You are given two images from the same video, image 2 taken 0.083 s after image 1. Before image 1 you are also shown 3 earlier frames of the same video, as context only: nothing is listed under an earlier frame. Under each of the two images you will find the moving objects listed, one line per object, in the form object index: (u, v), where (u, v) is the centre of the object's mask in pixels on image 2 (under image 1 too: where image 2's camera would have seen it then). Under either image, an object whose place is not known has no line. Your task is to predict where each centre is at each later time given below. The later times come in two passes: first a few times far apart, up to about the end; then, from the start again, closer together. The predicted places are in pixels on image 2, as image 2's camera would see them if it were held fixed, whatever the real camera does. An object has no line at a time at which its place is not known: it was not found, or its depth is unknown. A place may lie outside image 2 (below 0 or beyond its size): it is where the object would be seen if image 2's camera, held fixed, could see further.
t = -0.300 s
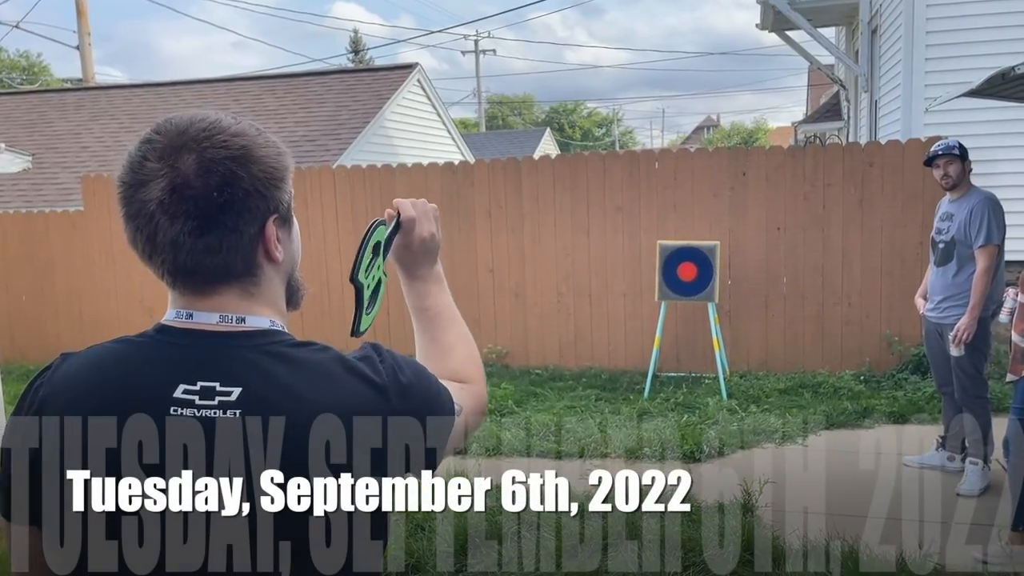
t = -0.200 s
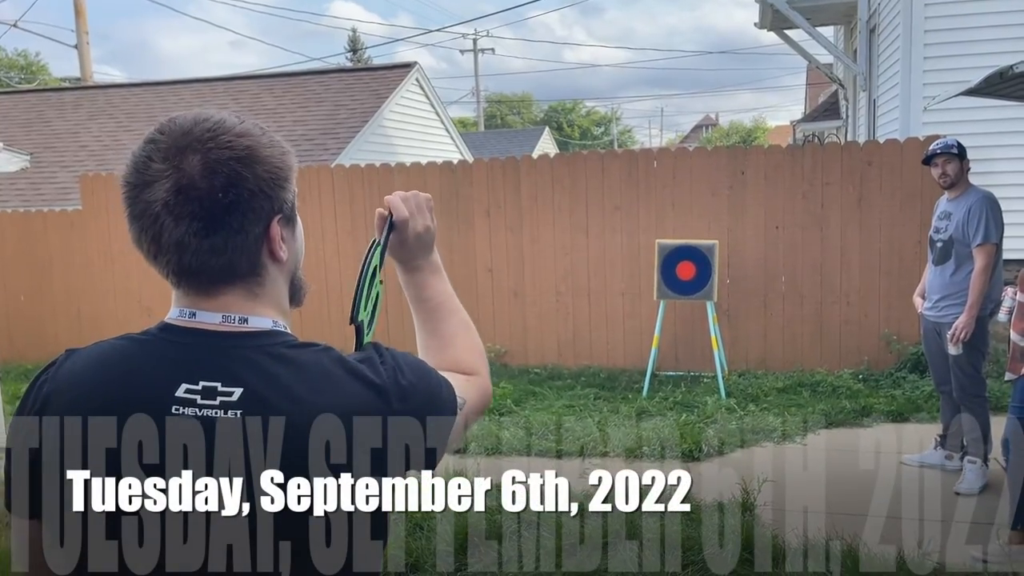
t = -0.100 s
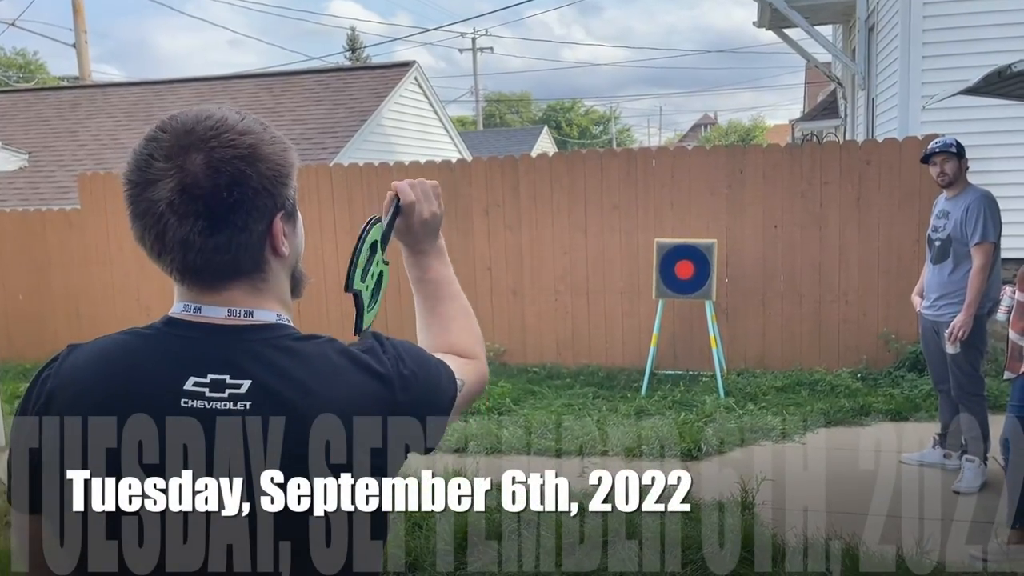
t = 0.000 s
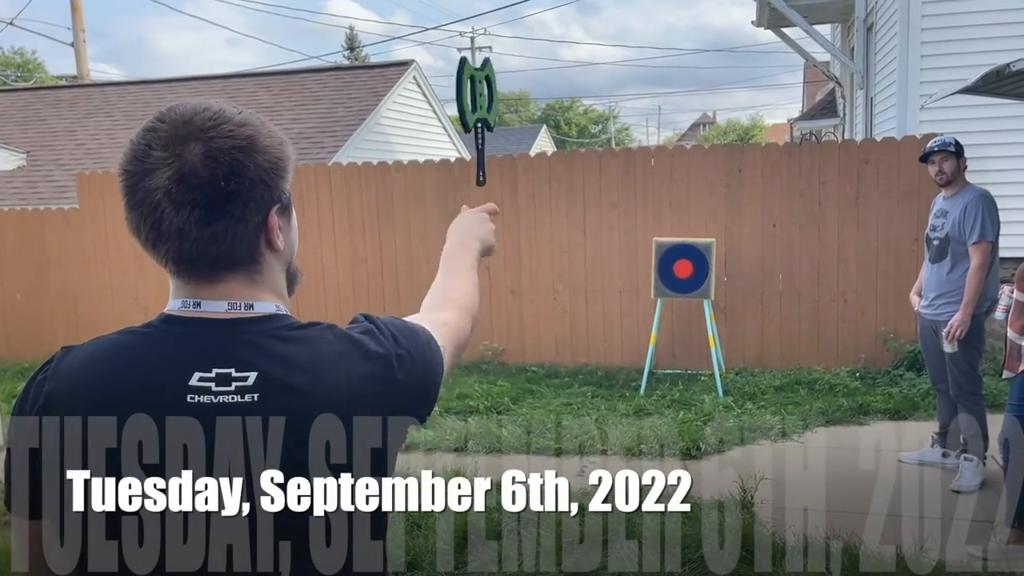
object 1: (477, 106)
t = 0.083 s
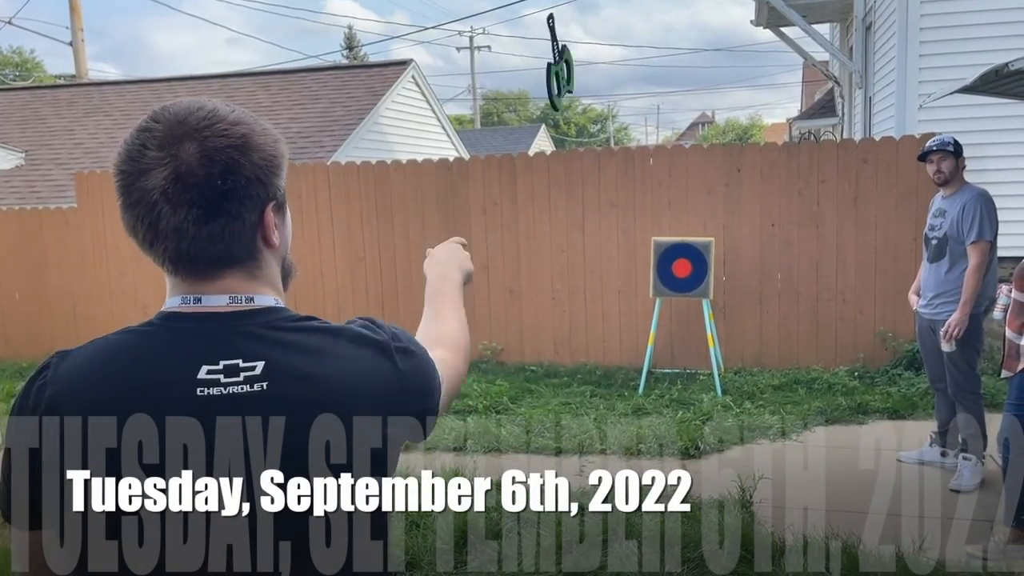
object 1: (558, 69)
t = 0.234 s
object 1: (646, 93)
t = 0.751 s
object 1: (753, 333)
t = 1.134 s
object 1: (727, 386)
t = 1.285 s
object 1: (719, 388)
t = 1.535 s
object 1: (713, 391)
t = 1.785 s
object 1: (711, 393)
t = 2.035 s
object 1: (711, 393)
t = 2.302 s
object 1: (711, 393)
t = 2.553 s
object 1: (711, 393)
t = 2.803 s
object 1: (711, 393)
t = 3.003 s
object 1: (711, 393)
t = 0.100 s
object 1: (572, 68)
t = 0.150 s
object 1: (604, 74)
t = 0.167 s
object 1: (614, 77)
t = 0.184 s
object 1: (622, 81)
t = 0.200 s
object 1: (630, 86)
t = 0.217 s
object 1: (638, 89)
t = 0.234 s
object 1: (646, 93)
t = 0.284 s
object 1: (665, 107)
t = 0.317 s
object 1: (676, 119)
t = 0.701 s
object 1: (747, 309)
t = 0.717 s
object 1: (748, 317)
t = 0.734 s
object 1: (751, 323)
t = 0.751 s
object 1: (753, 333)
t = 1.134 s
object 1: (727, 386)
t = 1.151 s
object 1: (726, 387)
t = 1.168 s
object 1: (726, 387)
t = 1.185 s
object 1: (725, 386)
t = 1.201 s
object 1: (724, 384)
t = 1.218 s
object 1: (723, 383)
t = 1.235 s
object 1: (721, 383)
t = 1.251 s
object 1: (720, 384)
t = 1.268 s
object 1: (720, 385)
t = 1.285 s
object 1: (719, 388)
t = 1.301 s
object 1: (719, 389)
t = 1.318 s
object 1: (718, 389)
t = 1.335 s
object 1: (717, 390)
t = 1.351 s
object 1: (716, 391)
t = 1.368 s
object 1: (716, 391)
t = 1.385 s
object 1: (715, 391)
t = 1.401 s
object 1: (714, 392)
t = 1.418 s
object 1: (714, 392)
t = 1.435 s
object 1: (713, 391)
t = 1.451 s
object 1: (714, 391)
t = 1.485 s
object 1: (714, 391)
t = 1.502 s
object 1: (714, 391)
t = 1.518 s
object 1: (714, 391)
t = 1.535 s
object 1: (713, 391)
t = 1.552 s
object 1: (713, 391)
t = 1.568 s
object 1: (713, 392)
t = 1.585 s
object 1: (713, 392)
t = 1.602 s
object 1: (713, 392)
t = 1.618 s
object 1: (713, 392)
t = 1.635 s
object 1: (712, 392)
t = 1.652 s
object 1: (712, 392)
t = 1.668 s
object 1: (711, 392)
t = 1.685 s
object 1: (711, 392)
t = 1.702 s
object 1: (711, 393)
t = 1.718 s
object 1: (711, 392)
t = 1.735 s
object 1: (711, 393)
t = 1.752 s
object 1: (711, 393)
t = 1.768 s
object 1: (711, 393)
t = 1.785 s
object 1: (711, 393)
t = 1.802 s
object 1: (711, 393)
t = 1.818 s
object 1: (711, 393)
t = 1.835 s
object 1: (711, 393)
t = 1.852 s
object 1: (711, 393)
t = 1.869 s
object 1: (711, 393)
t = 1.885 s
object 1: (711, 393)
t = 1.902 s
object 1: (711, 393)
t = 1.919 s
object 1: (711, 393)
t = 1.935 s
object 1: (711, 393)
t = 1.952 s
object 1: (711, 393)
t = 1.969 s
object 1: (711, 393)
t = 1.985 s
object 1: (711, 393)
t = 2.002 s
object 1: (711, 393)
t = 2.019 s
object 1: (711, 393)
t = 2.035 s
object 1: (711, 393)
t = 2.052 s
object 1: (711, 393)
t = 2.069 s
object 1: (711, 393)
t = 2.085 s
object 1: (711, 393)
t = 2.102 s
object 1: (711, 393)
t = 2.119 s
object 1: (711, 393)
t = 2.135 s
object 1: (711, 393)
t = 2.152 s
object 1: (711, 393)
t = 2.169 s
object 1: (711, 393)
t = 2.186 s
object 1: (711, 393)
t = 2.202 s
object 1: (711, 393)
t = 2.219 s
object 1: (711, 393)
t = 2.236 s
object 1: (711, 393)
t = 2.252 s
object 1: (711, 393)
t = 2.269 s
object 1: (711, 393)
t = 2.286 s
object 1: (711, 393)
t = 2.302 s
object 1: (711, 393)
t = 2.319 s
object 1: (711, 393)
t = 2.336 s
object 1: (711, 393)
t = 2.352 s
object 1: (711, 393)
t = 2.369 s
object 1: (711, 393)
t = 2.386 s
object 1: (710, 393)
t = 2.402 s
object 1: (711, 393)
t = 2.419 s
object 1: (711, 393)
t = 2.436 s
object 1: (711, 393)
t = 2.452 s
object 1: (711, 393)
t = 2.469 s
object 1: (711, 393)
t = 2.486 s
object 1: (711, 393)
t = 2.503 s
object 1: (711, 393)
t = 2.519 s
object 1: (711, 393)
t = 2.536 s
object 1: (711, 393)
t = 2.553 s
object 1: (711, 393)
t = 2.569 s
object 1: (711, 393)
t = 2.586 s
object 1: (711, 393)
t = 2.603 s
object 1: (711, 393)
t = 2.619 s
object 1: (711, 393)
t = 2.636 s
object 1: (711, 393)
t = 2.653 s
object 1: (711, 393)
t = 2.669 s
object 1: (711, 393)
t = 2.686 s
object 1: (711, 393)
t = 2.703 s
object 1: (711, 393)
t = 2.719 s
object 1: (711, 393)
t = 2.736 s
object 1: (711, 393)
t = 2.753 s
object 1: (711, 393)
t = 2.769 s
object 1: (711, 393)
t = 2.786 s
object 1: (711, 393)
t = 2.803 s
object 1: (711, 393)
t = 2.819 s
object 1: (711, 393)
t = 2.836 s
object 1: (711, 393)
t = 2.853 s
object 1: (711, 393)
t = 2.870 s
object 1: (711, 393)
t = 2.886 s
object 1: (711, 393)
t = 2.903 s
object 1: (711, 393)
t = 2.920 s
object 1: (711, 393)
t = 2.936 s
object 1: (711, 393)
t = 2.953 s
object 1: (711, 393)
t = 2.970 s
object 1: (711, 393)
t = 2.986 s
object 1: (711, 393)
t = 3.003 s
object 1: (711, 393)
